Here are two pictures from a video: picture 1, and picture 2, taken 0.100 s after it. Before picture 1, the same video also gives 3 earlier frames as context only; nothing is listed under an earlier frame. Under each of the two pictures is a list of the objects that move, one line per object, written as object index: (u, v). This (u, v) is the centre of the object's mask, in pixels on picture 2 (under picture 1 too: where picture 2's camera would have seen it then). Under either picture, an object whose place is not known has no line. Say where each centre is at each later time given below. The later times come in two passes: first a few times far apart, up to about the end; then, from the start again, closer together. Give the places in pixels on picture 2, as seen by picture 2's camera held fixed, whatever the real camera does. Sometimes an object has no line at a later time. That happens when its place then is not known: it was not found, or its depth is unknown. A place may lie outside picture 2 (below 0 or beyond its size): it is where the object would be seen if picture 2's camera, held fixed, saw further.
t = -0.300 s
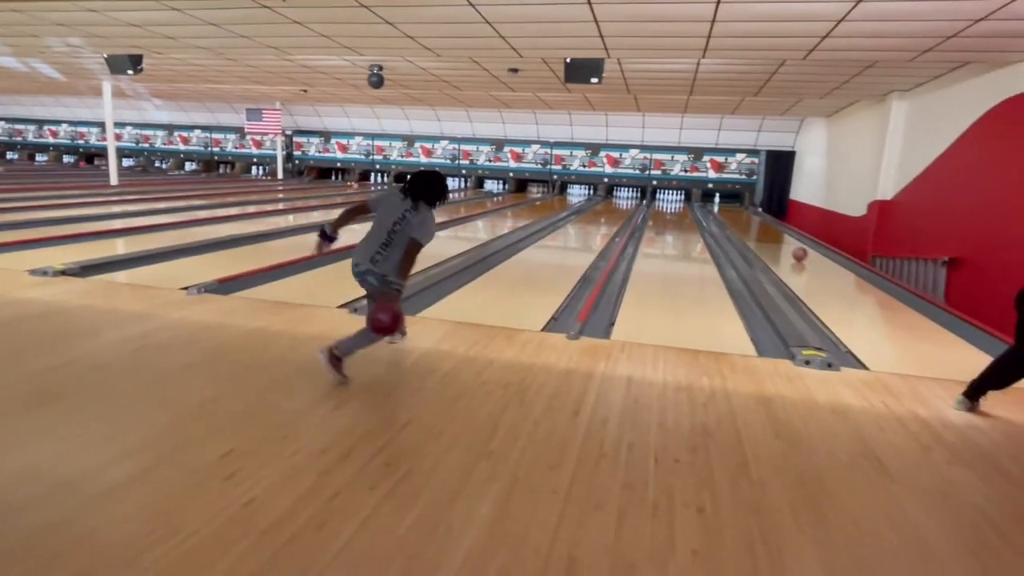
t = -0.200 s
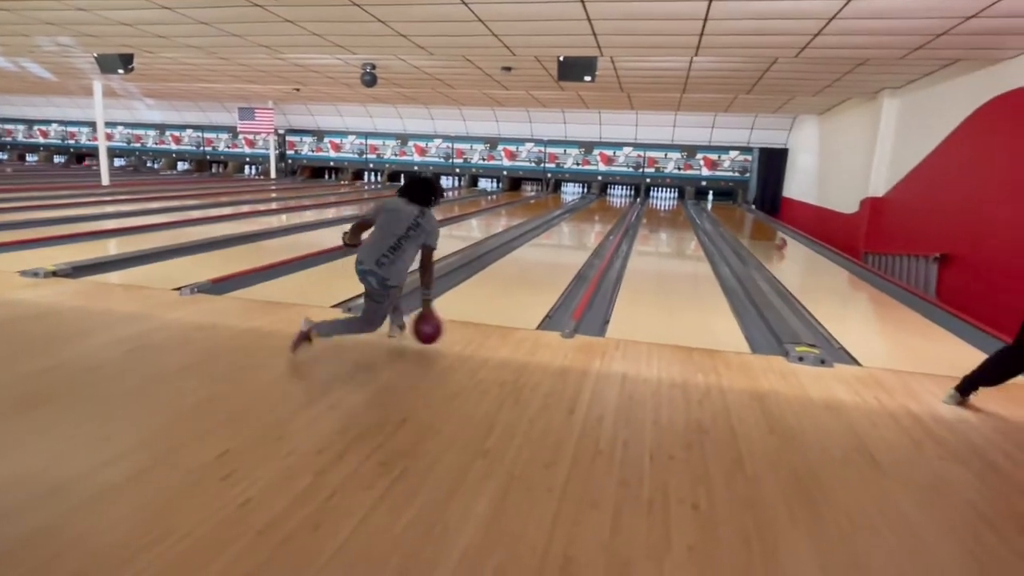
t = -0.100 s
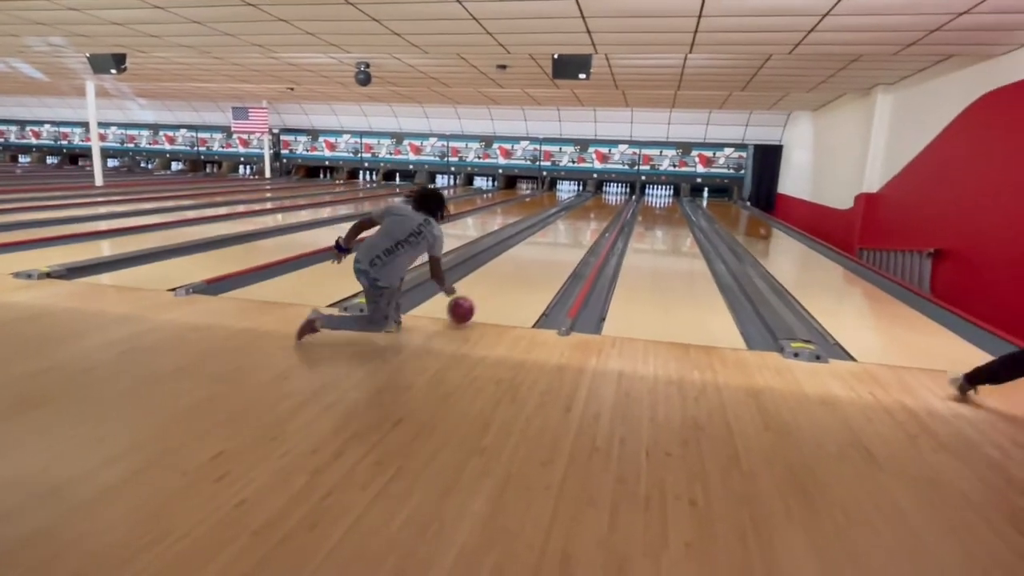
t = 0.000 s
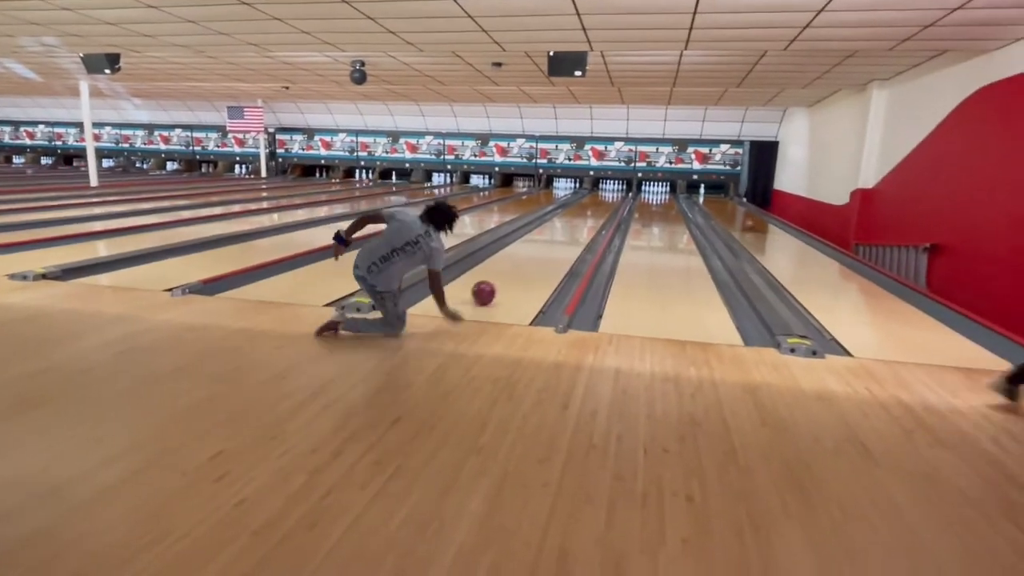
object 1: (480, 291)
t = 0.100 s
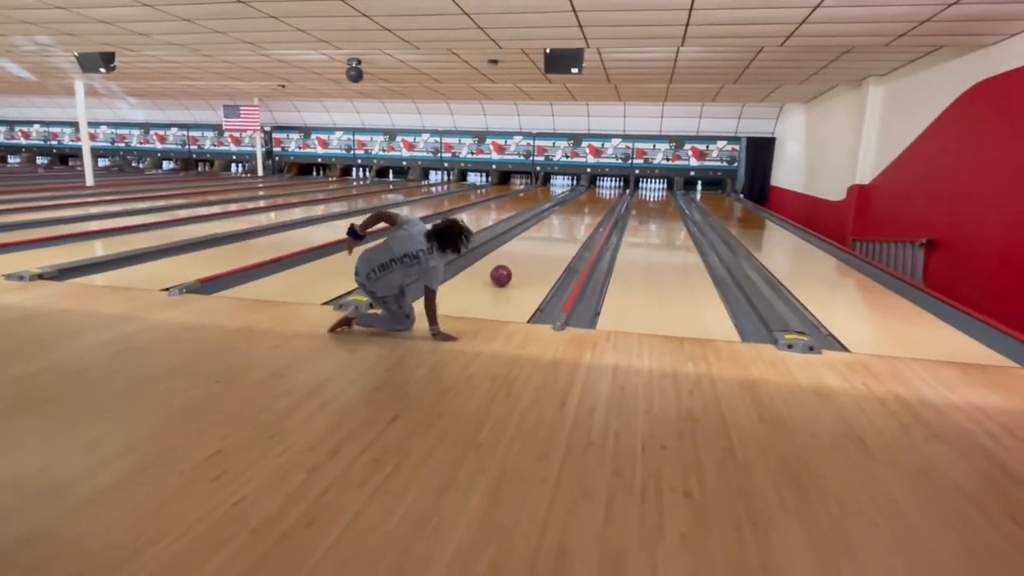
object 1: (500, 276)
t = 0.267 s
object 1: (525, 257)
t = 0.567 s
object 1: (555, 235)
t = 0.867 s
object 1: (574, 220)
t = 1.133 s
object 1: (585, 213)
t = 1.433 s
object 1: (593, 206)
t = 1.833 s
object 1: (603, 197)
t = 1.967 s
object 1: (605, 195)
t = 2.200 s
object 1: (607, 193)
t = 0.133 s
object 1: (506, 272)
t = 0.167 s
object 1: (512, 268)
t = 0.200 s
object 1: (517, 264)
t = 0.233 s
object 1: (521, 260)
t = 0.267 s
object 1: (525, 257)
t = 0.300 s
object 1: (530, 254)
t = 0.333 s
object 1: (534, 251)
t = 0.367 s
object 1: (537, 249)
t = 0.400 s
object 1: (541, 246)
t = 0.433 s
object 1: (544, 244)
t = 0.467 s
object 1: (547, 241)
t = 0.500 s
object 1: (549, 239)
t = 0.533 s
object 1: (552, 237)
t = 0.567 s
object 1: (555, 235)
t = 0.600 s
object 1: (558, 233)
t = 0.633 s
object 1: (560, 231)
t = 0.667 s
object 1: (563, 230)
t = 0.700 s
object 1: (565, 228)
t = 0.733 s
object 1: (567, 226)
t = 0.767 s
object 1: (568, 225)
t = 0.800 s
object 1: (570, 223)
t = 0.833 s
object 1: (572, 221)
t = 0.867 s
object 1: (574, 220)
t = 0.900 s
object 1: (575, 219)
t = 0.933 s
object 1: (576, 218)
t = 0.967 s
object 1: (578, 217)
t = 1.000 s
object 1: (581, 215)
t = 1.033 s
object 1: (582, 215)
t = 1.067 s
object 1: (583, 214)
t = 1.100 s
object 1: (583, 213)
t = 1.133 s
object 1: (585, 213)
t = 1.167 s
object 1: (586, 213)
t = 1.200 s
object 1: (588, 212)
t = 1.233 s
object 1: (589, 212)
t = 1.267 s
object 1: (589, 210)
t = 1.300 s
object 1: (590, 209)
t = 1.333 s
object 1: (591, 209)
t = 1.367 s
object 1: (591, 208)
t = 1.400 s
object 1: (591, 206)
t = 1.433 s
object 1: (593, 206)
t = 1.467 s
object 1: (595, 205)
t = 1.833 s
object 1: (603, 197)
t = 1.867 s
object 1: (603, 197)
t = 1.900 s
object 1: (603, 197)
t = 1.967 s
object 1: (605, 195)
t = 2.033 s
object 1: (606, 195)
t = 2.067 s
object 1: (607, 194)
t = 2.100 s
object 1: (607, 193)
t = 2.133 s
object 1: (607, 193)
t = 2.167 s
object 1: (606, 193)
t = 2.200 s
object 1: (607, 193)
